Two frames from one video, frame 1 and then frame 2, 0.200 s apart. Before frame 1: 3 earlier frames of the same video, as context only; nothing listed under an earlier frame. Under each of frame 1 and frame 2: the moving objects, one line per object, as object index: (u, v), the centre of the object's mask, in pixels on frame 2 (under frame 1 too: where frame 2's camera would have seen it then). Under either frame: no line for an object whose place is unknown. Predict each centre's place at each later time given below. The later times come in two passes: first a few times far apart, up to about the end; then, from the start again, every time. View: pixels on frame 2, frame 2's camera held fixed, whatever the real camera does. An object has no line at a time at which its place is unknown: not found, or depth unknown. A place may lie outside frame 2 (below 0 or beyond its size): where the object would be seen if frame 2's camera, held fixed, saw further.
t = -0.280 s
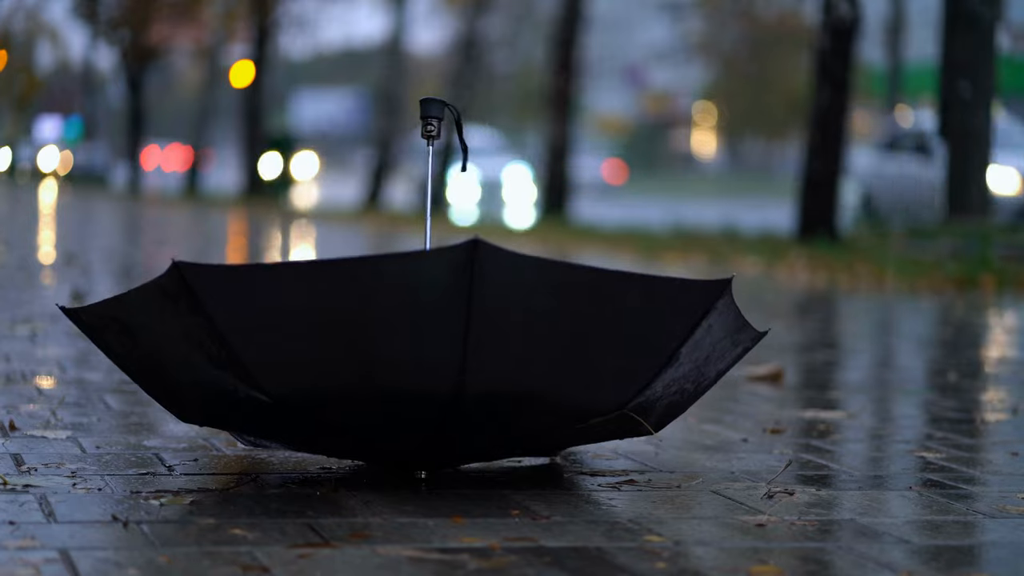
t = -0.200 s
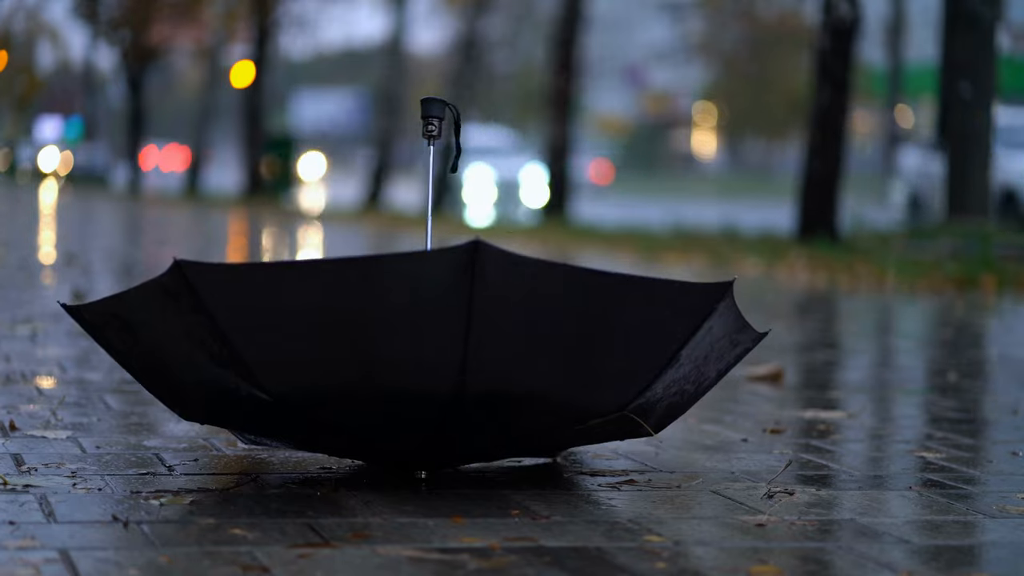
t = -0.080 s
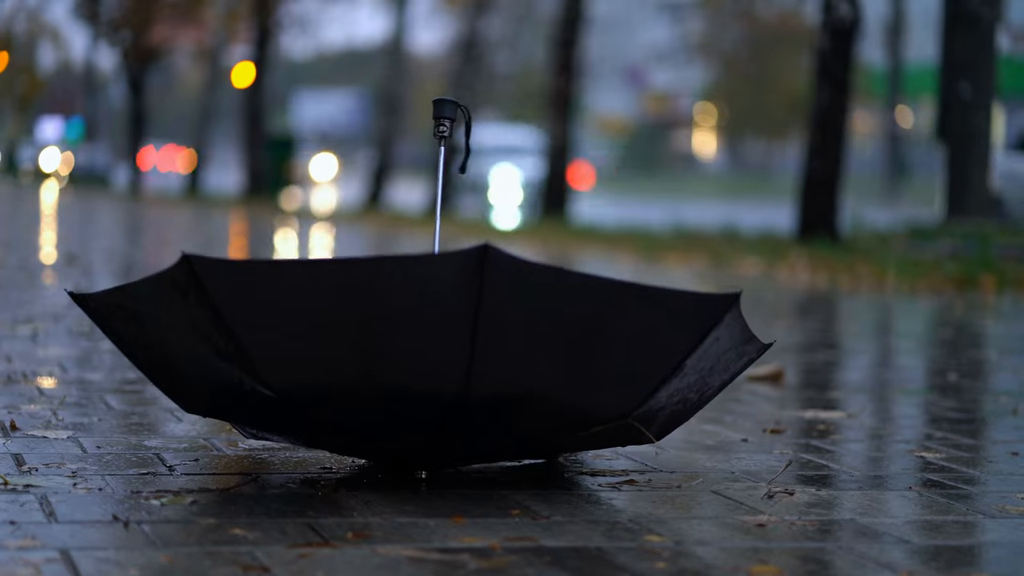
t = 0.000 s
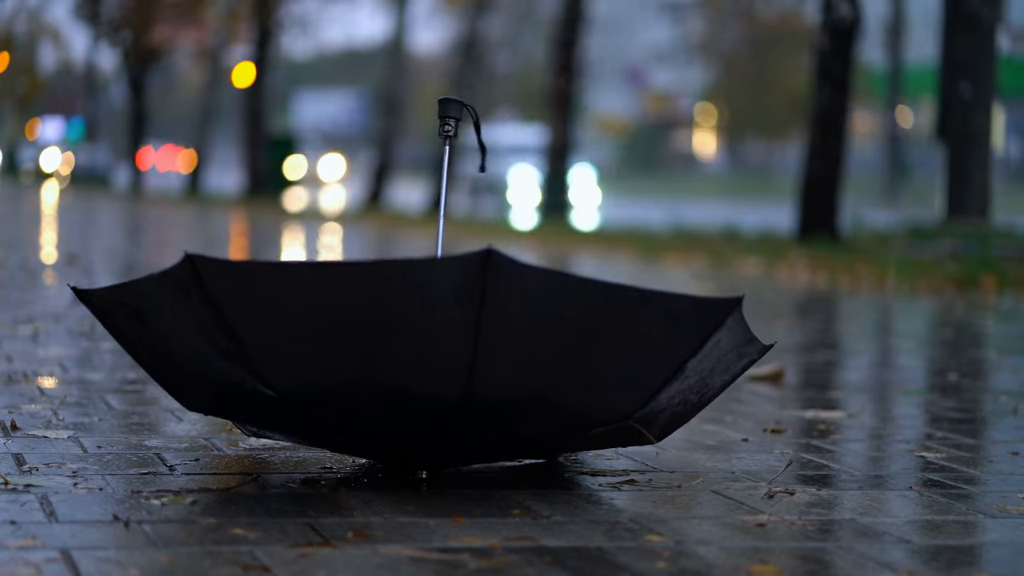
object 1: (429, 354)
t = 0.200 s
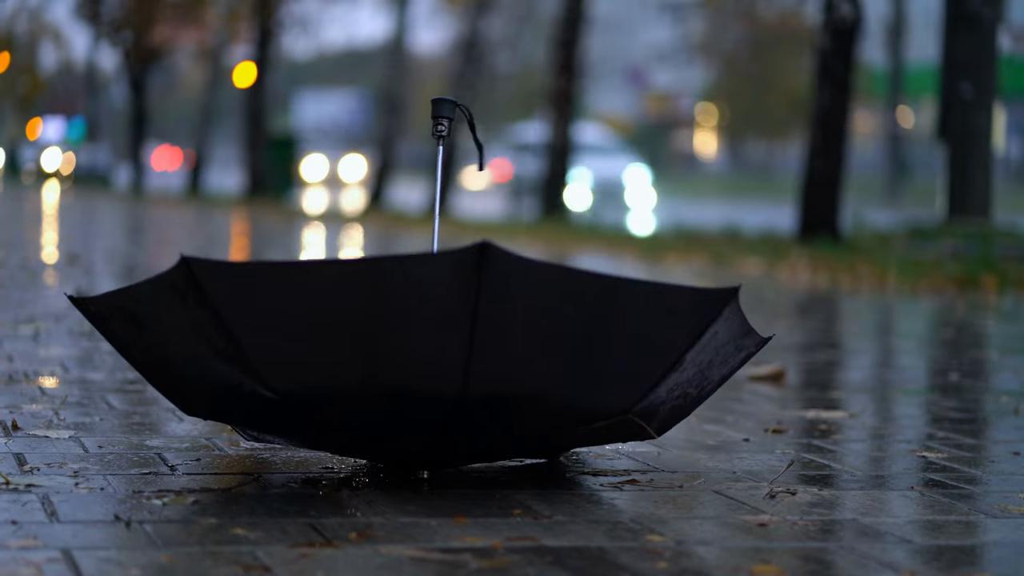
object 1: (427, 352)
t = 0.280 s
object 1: (427, 353)
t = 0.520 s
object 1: (429, 353)
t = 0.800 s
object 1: (429, 355)
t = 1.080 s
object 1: (429, 355)
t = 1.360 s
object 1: (428, 354)
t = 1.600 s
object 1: (429, 355)
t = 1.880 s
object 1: (430, 355)
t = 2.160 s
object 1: (436, 365)
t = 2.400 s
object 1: (439, 380)
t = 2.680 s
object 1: (442, 377)
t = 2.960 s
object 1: (444, 374)
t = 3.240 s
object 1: (444, 379)
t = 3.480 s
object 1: (441, 380)
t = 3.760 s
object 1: (441, 381)
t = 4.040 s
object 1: (441, 380)
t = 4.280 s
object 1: (443, 381)
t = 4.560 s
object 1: (439, 381)
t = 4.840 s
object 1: (439, 380)
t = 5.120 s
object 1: (443, 375)
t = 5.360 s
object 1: (446, 372)
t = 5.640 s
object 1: (442, 382)
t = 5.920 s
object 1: (447, 376)
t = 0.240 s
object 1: (427, 352)
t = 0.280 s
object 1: (427, 353)
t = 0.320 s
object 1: (427, 353)
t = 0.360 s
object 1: (428, 353)
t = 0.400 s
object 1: (428, 353)
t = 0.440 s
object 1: (428, 353)
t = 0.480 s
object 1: (428, 353)
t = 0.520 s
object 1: (429, 353)
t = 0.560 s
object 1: (428, 354)
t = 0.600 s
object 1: (428, 355)
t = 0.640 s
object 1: (428, 355)
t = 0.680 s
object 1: (429, 355)
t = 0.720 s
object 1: (429, 354)
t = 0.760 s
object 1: (429, 355)
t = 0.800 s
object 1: (429, 355)
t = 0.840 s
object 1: (429, 355)
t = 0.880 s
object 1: (429, 355)
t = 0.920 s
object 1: (429, 355)
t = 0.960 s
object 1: (429, 355)
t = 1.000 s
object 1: (429, 355)
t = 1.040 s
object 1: (429, 355)
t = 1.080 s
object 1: (429, 355)
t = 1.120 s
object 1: (429, 354)
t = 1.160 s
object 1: (428, 354)
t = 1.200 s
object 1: (428, 354)
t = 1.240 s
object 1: (428, 354)
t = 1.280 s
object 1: (428, 355)
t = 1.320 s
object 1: (428, 355)
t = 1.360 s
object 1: (428, 354)
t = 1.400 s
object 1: (429, 354)
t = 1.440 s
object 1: (429, 355)
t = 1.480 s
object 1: (429, 355)
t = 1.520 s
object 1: (429, 355)
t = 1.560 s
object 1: (429, 355)
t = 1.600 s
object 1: (429, 355)
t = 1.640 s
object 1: (429, 355)
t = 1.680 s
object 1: (429, 355)
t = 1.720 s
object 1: (429, 355)
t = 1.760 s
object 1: (429, 355)
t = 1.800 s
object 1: (429, 355)
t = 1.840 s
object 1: (429, 355)
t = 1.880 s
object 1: (430, 355)
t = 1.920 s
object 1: (431, 356)
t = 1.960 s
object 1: (431, 357)
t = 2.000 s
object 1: (432, 357)
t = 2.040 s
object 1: (434, 358)
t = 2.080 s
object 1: (435, 361)
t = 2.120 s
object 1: (434, 363)
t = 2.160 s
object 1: (436, 365)
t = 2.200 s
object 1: (439, 368)
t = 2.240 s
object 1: (440, 370)
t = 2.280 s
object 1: (442, 373)
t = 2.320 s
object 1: (443, 376)
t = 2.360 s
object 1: (442, 379)
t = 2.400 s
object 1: (439, 380)
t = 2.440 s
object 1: (439, 381)
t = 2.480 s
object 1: (438, 380)
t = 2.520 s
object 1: (439, 379)
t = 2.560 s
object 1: (438, 379)
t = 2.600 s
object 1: (438, 378)
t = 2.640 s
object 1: (440, 377)
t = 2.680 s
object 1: (442, 377)
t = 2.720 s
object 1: (442, 377)
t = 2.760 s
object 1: (442, 377)
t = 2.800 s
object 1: (442, 377)
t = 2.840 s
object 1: (444, 373)
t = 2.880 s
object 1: (442, 378)
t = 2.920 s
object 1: (444, 374)
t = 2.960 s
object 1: (444, 374)
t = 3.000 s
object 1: (440, 378)
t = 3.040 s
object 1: (440, 373)
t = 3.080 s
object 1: (440, 374)
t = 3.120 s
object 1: (439, 375)
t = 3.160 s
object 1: (440, 382)
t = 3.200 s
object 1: (443, 380)
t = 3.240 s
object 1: (444, 379)
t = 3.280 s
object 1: (444, 379)
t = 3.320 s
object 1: (444, 379)
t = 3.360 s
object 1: (443, 380)
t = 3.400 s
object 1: (443, 380)
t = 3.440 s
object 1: (443, 380)
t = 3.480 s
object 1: (441, 380)
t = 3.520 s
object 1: (440, 381)
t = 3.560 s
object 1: (440, 382)
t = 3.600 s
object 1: (440, 381)
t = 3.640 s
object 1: (440, 381)
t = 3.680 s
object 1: (440, 381)
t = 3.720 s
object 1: (440, 381)
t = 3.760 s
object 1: (441, 381)
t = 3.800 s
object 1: (441, 381)
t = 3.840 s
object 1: (441, 381)
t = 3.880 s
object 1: (441, 381)
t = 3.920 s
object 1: (441, 381)
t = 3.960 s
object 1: (441, 381)
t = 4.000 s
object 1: (441, 381)
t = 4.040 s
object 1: (441, 380)
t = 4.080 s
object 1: (442, 380)
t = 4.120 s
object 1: (442, 380)
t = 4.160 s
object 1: (442, 380)
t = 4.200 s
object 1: (442, 380)
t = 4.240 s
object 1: (443, 381)
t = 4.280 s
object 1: (443, 381)
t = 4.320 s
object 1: (444, 380)
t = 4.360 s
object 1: (443, 381)
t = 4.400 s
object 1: (442, 380)
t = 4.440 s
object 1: (441, 381)
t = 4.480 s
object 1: (440, 381)
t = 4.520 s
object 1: (439, 381)
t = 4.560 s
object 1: (439, 381)
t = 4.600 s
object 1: (438, 381)
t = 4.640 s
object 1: (438, 381)
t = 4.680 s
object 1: (437, 381)
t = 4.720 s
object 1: (437, 381)
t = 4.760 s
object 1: (438, 380)
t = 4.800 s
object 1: (438, 380)
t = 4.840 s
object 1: (439, 380)
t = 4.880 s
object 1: (439, 380)
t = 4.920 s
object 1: (440, 380)
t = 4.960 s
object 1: (442, 379)
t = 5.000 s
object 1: (443, 379)
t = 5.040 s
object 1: (444, 378)
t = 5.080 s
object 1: (443, 376)
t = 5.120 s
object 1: (443, 375)
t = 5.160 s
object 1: (443, 374)
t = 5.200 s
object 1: (443, 374)
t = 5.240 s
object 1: (443, 374)
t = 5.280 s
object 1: (444, 374)
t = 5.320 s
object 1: (444, 376)
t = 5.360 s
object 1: (446, 372)
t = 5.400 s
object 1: (445, 377)
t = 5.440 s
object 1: (446, 374)
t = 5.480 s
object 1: (445, 374)
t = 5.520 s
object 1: (440, 379)
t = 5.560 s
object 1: (438, 380)
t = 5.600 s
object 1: (438, 382)
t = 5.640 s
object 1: (442, 382)
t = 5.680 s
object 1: (446, 381)
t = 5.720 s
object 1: (447, 378)
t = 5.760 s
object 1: (447, 376)
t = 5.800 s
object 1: (448, 376)
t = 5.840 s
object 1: (447, 376)
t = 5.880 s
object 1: (447, 376)
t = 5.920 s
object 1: (447, 376)
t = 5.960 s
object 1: (448, 375)
